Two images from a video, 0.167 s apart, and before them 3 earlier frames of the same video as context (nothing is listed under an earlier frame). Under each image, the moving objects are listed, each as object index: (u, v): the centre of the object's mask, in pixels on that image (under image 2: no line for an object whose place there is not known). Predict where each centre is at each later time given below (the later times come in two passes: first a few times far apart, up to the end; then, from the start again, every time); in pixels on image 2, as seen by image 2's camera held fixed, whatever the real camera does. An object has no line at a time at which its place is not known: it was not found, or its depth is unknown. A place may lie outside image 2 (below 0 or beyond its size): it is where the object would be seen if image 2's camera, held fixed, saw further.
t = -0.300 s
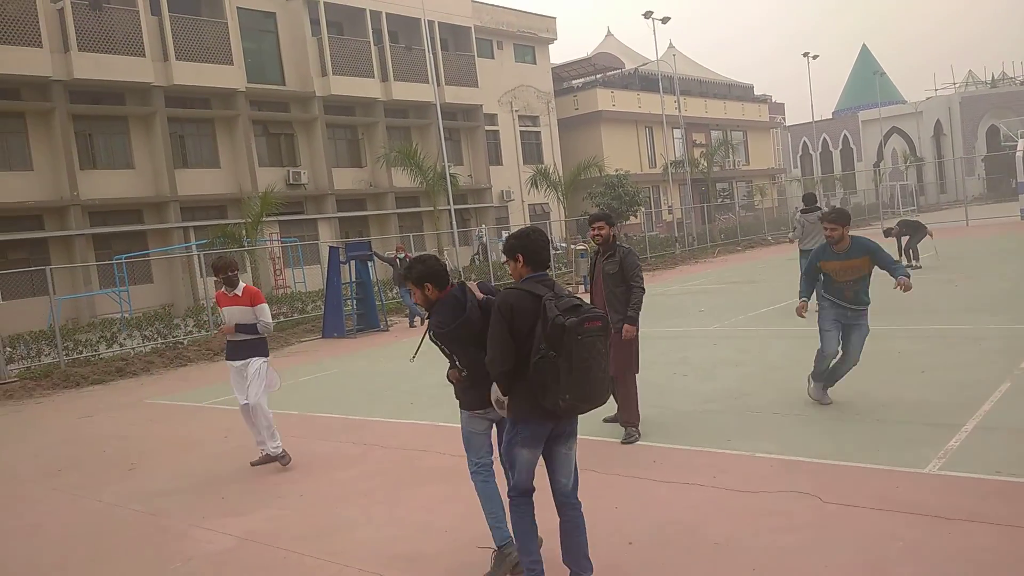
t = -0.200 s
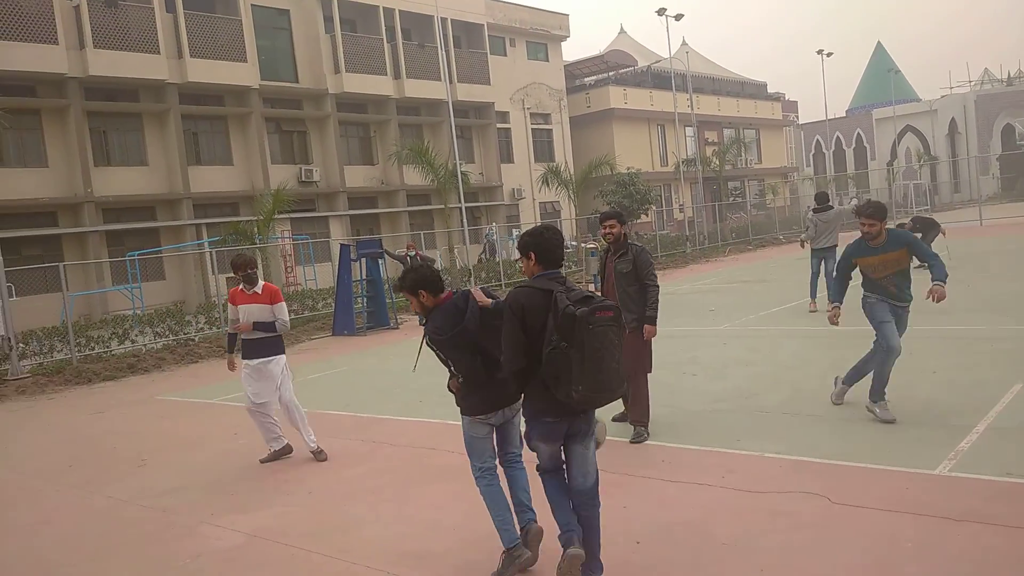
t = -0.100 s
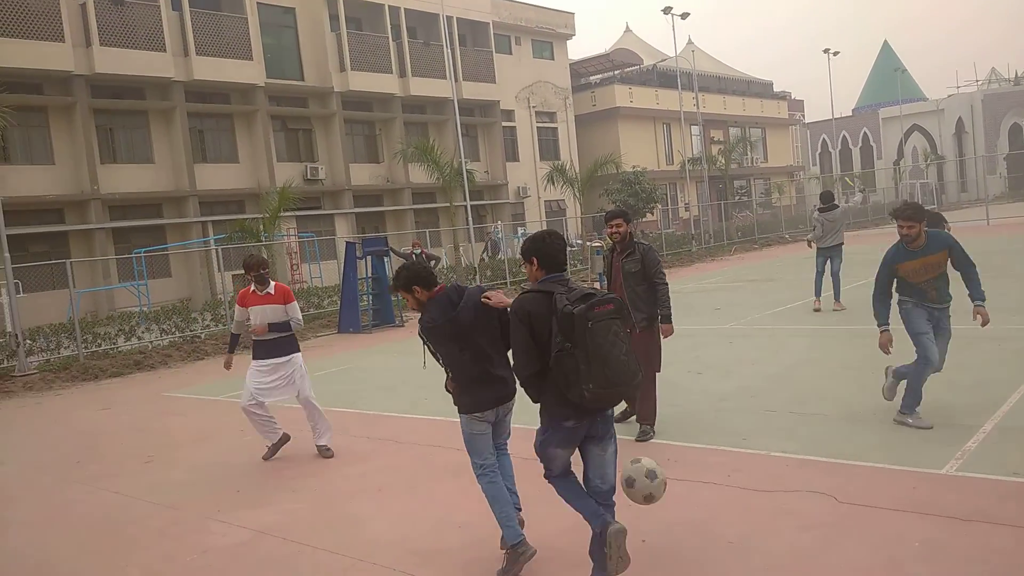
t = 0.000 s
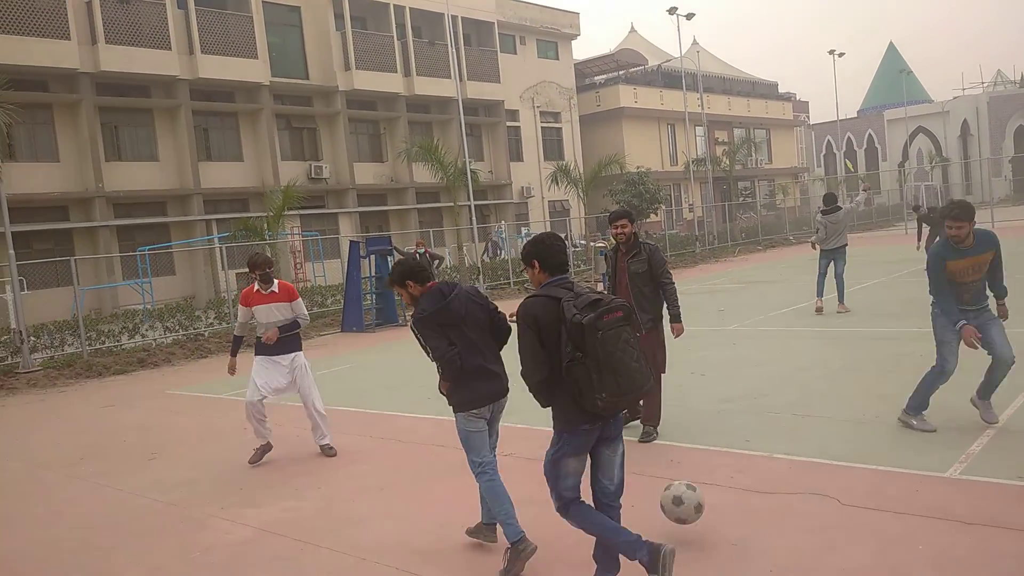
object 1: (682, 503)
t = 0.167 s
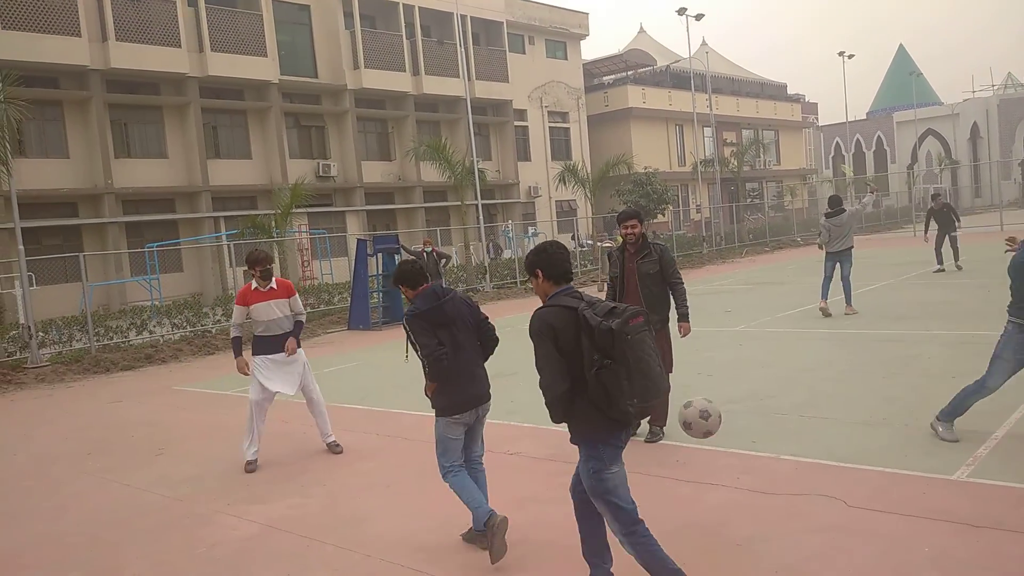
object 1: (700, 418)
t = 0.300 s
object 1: (711, 387)
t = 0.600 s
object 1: (743, 427)
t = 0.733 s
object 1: (757, 450)
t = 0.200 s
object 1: (702, 408)
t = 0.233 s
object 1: (705, 399)
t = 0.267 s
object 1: (708, 392)
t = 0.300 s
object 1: (711, 387)
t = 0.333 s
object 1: (714, 383)
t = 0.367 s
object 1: (717, 382)
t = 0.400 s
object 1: (720, 383)
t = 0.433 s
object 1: (724, 385)
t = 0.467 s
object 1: (727, 390)
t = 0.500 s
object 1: (731, 396)
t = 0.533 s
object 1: (735, 405)
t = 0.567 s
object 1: (739, 415)
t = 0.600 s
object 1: (743, 427)
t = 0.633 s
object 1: (747, 440)
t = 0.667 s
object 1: (752, 455)
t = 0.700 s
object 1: (755, 466)
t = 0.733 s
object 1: (757, 450)
